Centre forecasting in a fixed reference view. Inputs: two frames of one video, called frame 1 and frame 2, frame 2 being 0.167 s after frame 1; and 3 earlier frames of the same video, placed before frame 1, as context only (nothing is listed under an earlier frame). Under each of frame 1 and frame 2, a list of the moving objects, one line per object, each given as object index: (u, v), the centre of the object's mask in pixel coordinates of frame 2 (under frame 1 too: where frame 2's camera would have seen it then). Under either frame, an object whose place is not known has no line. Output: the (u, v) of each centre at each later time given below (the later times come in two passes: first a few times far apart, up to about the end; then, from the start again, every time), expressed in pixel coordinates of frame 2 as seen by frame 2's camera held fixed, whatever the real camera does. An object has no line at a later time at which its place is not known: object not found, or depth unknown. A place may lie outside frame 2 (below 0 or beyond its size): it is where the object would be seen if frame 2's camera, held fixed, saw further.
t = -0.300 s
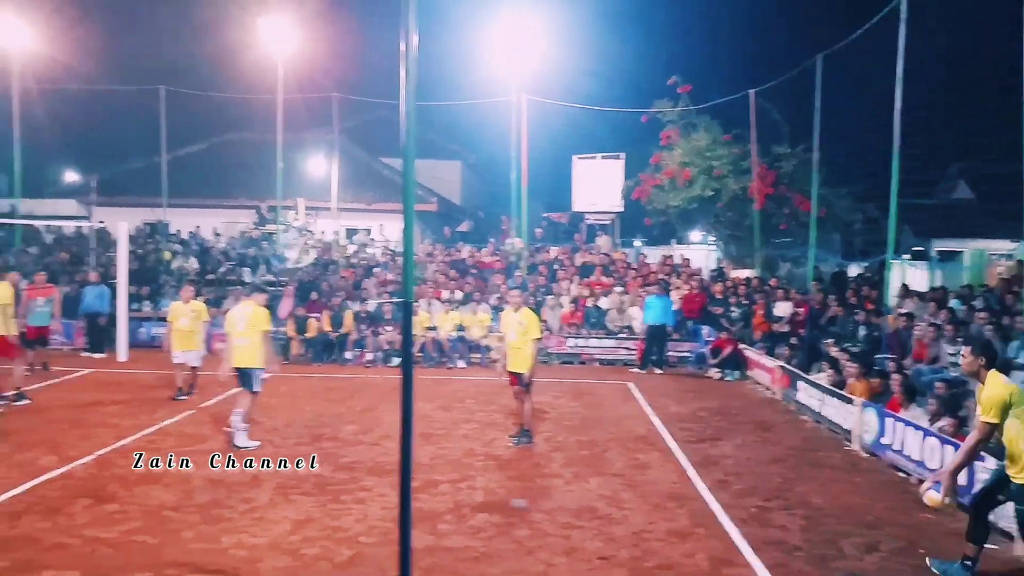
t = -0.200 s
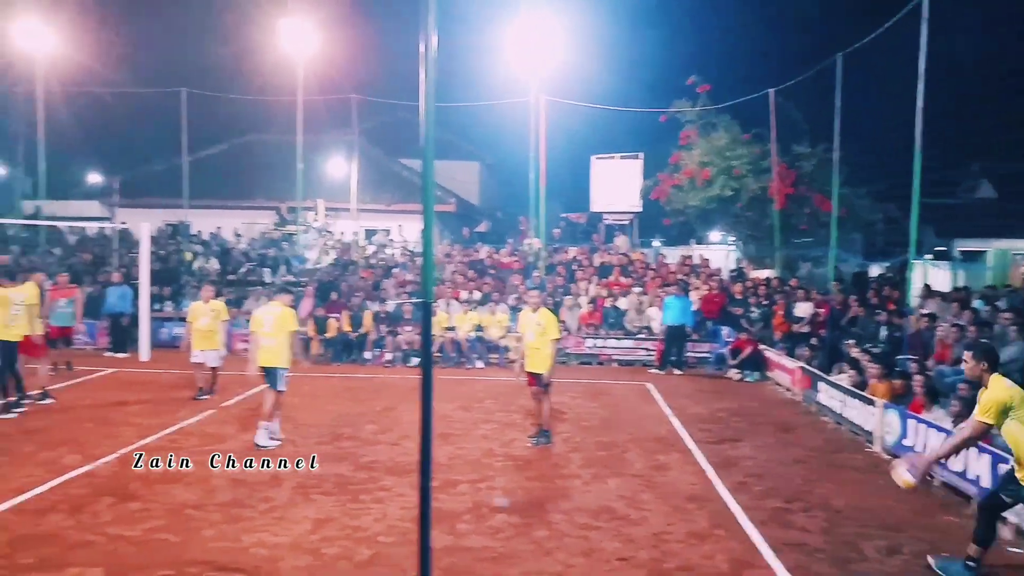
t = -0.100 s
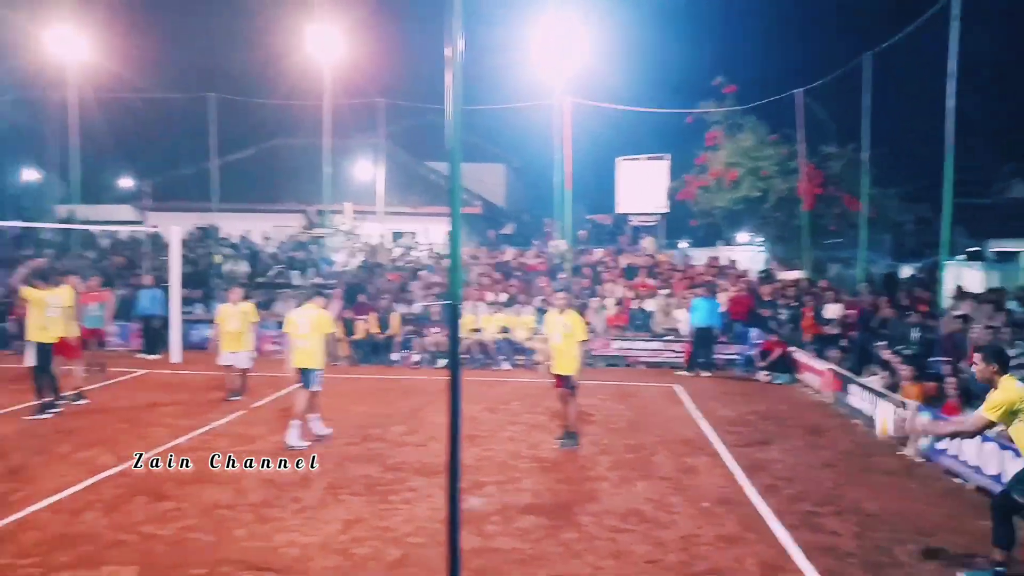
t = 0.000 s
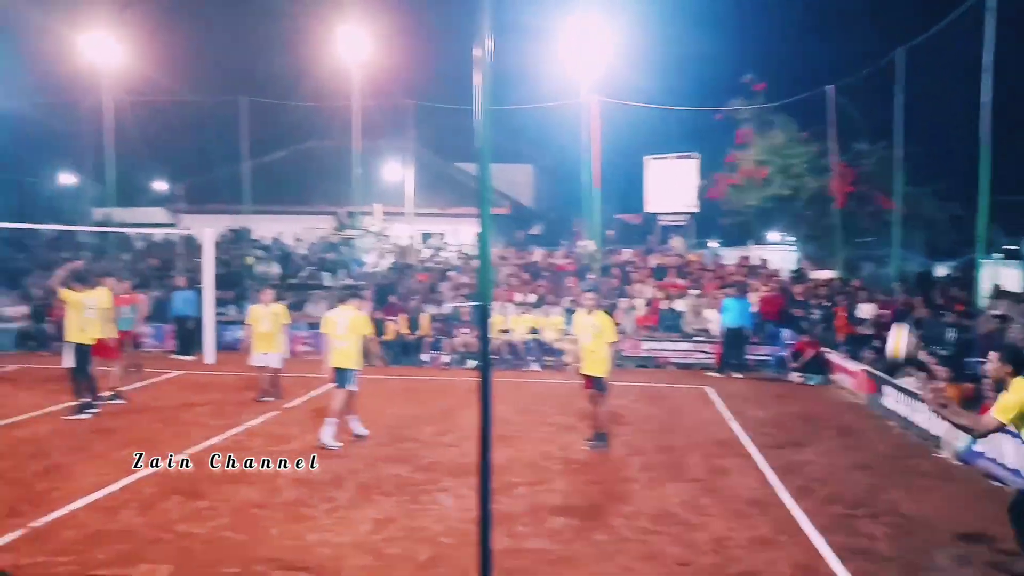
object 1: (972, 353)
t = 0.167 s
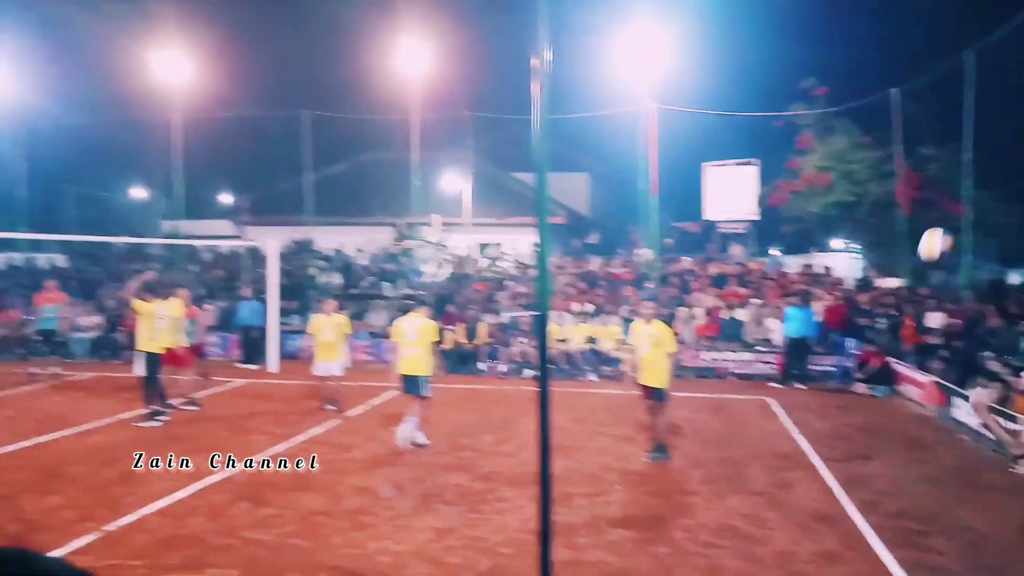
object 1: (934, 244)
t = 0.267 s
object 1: (912, 201)
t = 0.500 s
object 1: (865, 157)
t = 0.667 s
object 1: (826, 172)
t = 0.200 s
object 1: (927, 228)
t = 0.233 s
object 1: (919, 215)
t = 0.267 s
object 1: (912, 201)
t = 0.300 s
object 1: (905, 189)
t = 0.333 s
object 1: (898, 180)
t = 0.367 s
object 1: (892, 172)
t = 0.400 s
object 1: (886, 166)
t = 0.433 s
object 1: (878, 162)
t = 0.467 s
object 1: (871, 158)
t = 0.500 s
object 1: (865, 157)
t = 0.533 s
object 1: (858, 157)
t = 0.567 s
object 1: (851, 158)
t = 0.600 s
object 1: (843, 162)
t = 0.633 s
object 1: (834, 166)
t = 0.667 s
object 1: (826, 172)
